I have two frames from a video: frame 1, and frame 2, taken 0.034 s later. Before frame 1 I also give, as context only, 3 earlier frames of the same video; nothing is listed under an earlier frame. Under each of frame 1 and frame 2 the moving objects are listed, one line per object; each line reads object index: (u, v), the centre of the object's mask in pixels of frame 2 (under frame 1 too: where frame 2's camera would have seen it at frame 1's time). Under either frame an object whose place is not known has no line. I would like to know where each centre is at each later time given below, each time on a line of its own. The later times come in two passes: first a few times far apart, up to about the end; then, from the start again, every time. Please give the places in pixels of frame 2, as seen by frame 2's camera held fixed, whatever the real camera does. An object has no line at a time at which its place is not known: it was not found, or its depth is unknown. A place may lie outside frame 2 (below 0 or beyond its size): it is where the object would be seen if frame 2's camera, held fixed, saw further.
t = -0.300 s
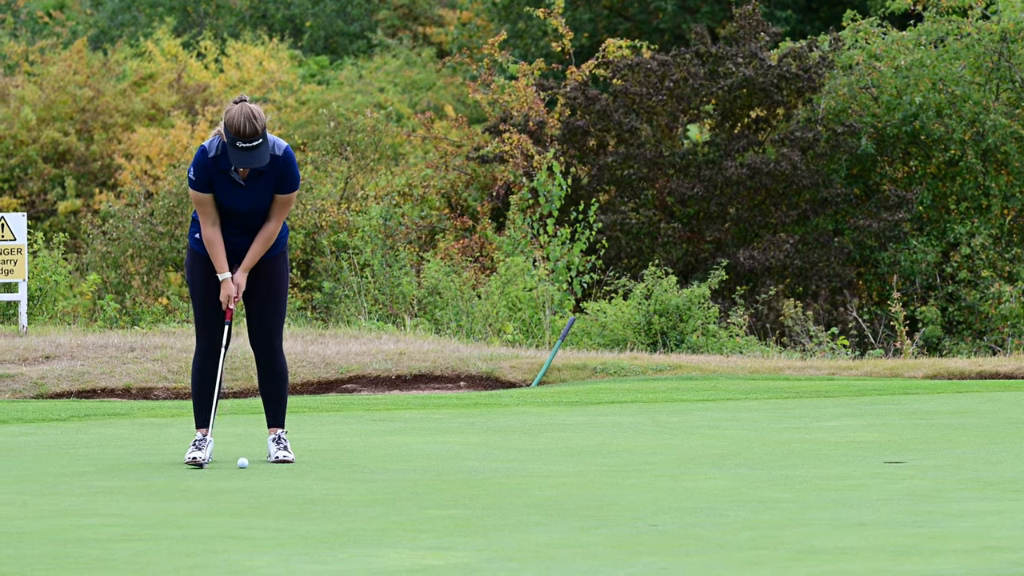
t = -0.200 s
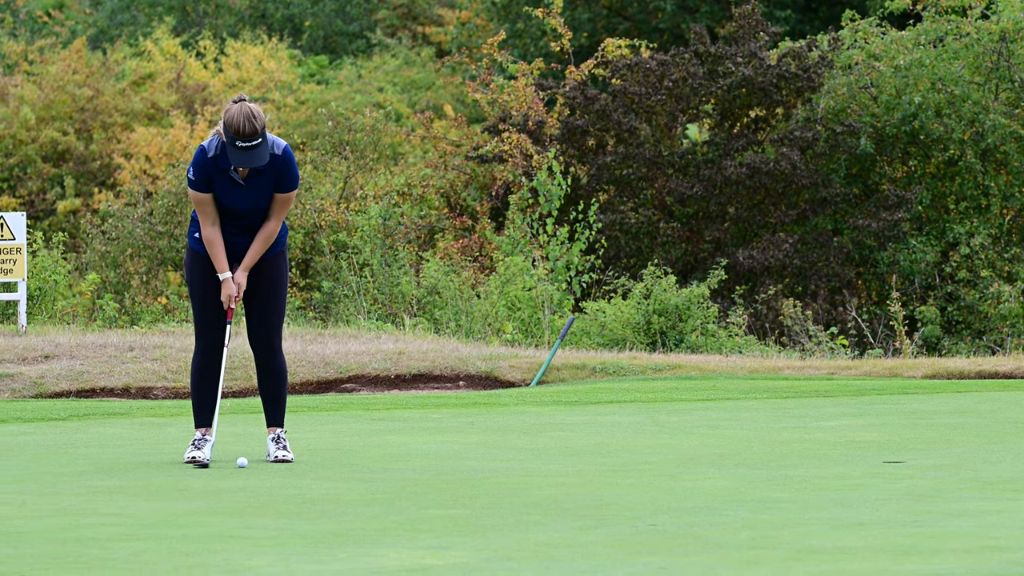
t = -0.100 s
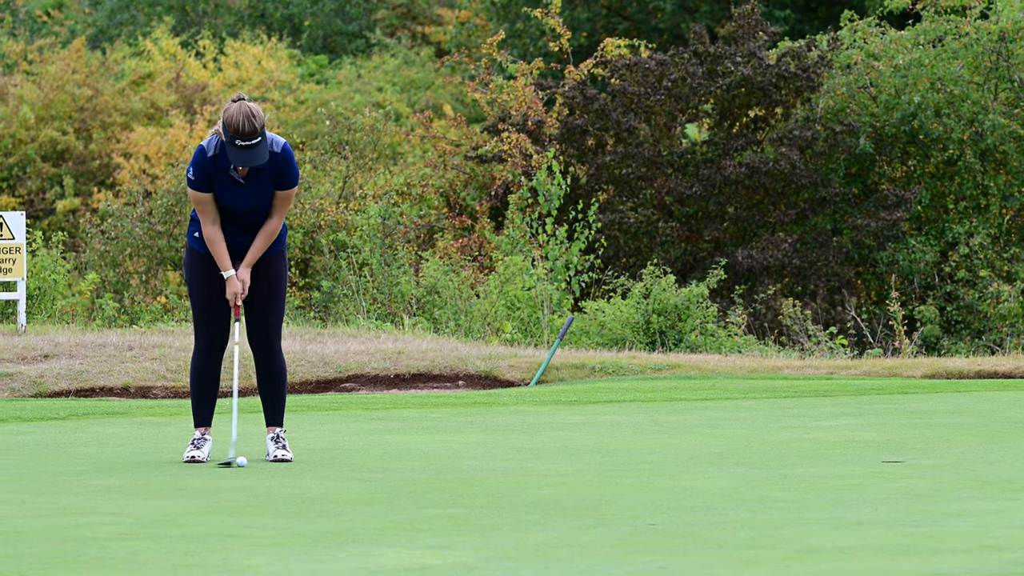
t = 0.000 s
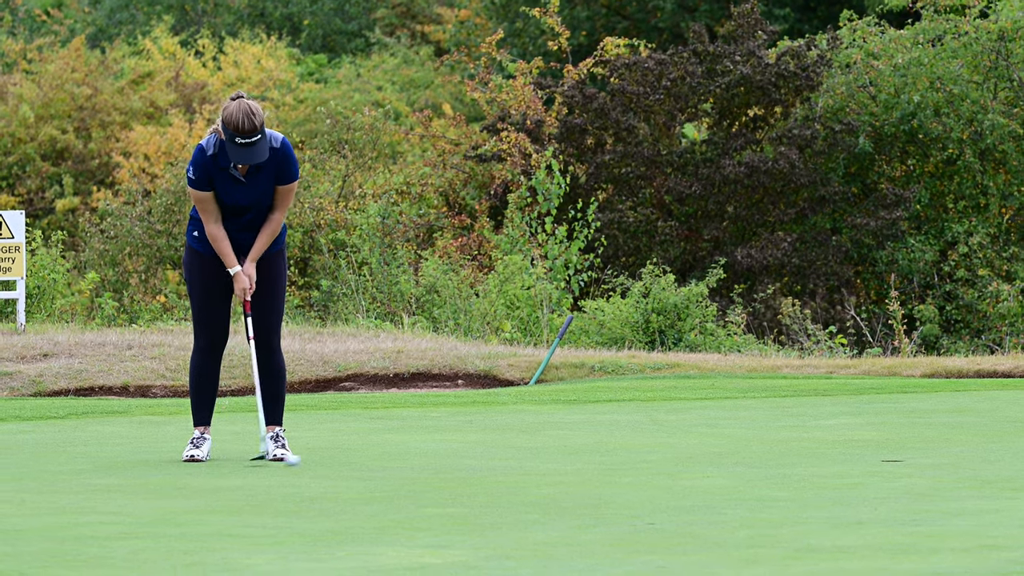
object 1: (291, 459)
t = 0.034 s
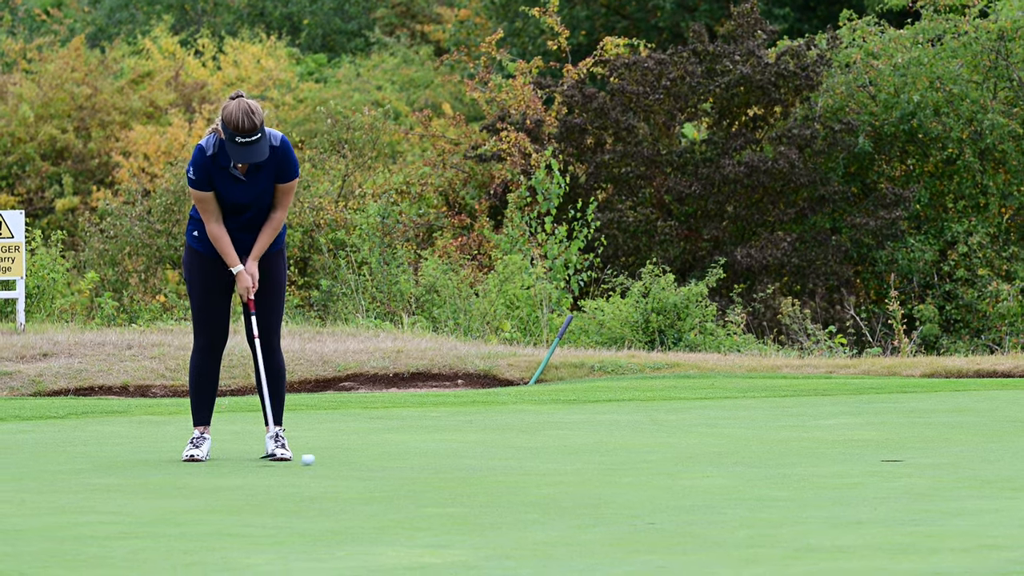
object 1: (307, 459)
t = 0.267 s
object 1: (404, 459)
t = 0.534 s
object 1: (507, 460)
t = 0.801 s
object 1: (601, 459)
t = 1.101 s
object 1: (698, 458)
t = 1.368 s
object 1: (774, 458)
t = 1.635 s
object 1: (841, 456)
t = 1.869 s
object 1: (892, 459)
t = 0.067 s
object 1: (321, 460)
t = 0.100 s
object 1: (337, 460)
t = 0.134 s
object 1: (350, 460)
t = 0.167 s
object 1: (364, 460)
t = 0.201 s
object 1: (378, 460)
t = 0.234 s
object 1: (391, 460)
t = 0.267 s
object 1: (404, 459)
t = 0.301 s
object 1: (418, 460)
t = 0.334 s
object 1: (430, 460)
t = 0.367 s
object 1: (444, 460)
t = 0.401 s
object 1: (456, 460)
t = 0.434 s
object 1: (470, 459)
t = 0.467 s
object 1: (482, 460)
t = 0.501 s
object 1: (495, 460)
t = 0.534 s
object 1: (507, 460)
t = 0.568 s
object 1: (520, 460)
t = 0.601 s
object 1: (531, 460)
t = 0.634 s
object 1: (543, 460)
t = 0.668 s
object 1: (555, 460)
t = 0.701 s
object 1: (567, 459)
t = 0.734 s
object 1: (578, 459)
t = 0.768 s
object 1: (590, 459)
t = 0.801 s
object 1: (601, 459)
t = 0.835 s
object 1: (613, 459)
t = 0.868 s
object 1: (624, 459)
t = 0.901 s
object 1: (635, 459)
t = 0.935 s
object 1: (645, 459)
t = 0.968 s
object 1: (656, 459)
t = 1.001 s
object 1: (667, 459)
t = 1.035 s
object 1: (677, 459)
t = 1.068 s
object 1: (688, 458)
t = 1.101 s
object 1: (698, 458)
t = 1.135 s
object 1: (707, 458)
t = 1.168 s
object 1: (717, 458)
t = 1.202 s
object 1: (728, 458)
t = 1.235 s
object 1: (736, 458)
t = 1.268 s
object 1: (746, 458)
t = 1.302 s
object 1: (756, 458)
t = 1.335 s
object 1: (765, 458)
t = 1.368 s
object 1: (774, 458)
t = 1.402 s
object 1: (783, 457)
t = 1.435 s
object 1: (791, 457)
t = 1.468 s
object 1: (800, 457)
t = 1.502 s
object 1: (809, 457)
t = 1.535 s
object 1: (817, 457)
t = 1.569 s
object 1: (824, 457)
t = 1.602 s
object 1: (833, 457)
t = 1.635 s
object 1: (841, 456)
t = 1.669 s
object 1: (849, 456)
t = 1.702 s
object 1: (856, 456)
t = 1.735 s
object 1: (864, 456)
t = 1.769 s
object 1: (871, 456)
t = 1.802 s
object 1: (878, 456)
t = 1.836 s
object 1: (886, 456)
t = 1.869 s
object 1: (892, 459)
